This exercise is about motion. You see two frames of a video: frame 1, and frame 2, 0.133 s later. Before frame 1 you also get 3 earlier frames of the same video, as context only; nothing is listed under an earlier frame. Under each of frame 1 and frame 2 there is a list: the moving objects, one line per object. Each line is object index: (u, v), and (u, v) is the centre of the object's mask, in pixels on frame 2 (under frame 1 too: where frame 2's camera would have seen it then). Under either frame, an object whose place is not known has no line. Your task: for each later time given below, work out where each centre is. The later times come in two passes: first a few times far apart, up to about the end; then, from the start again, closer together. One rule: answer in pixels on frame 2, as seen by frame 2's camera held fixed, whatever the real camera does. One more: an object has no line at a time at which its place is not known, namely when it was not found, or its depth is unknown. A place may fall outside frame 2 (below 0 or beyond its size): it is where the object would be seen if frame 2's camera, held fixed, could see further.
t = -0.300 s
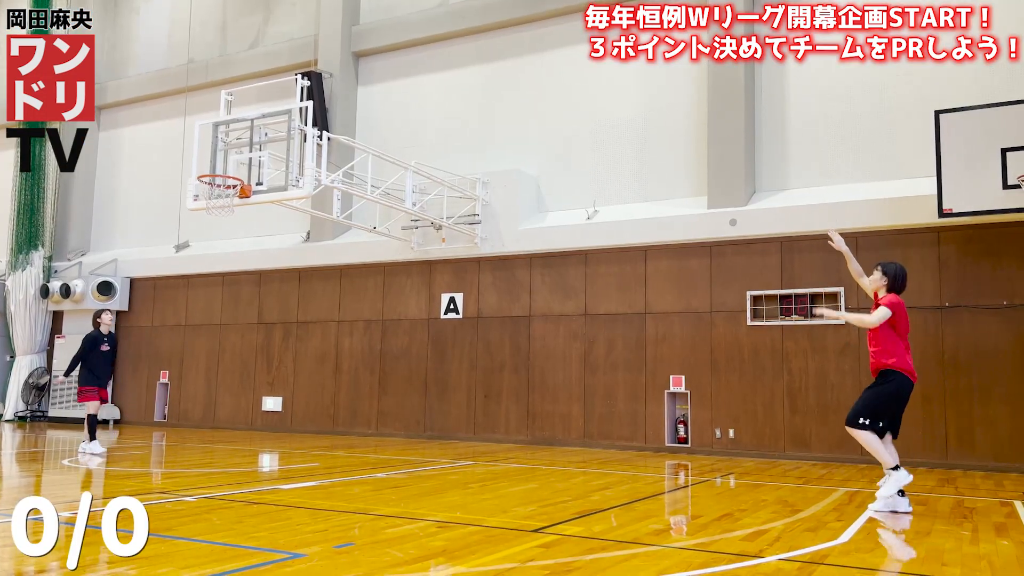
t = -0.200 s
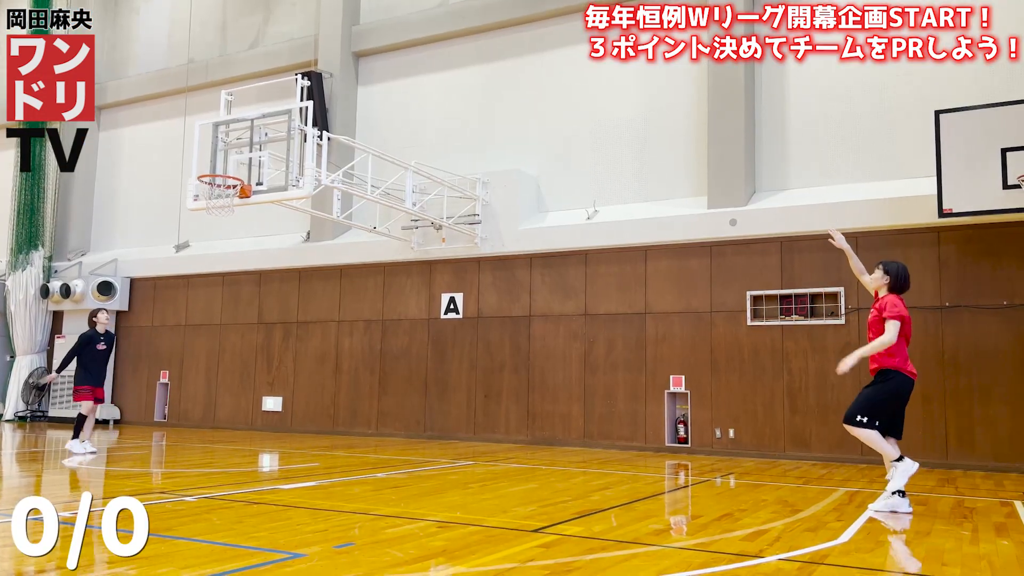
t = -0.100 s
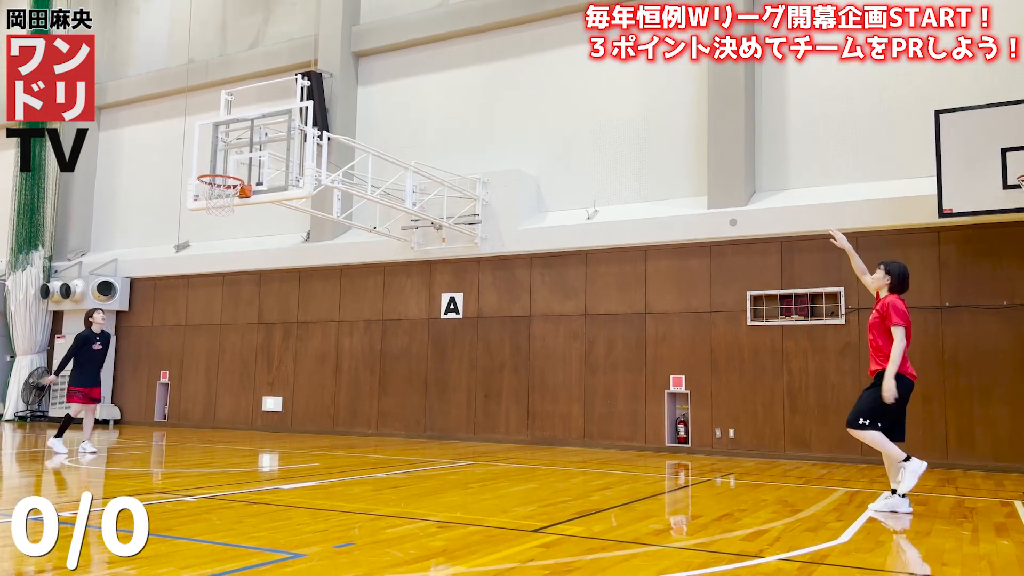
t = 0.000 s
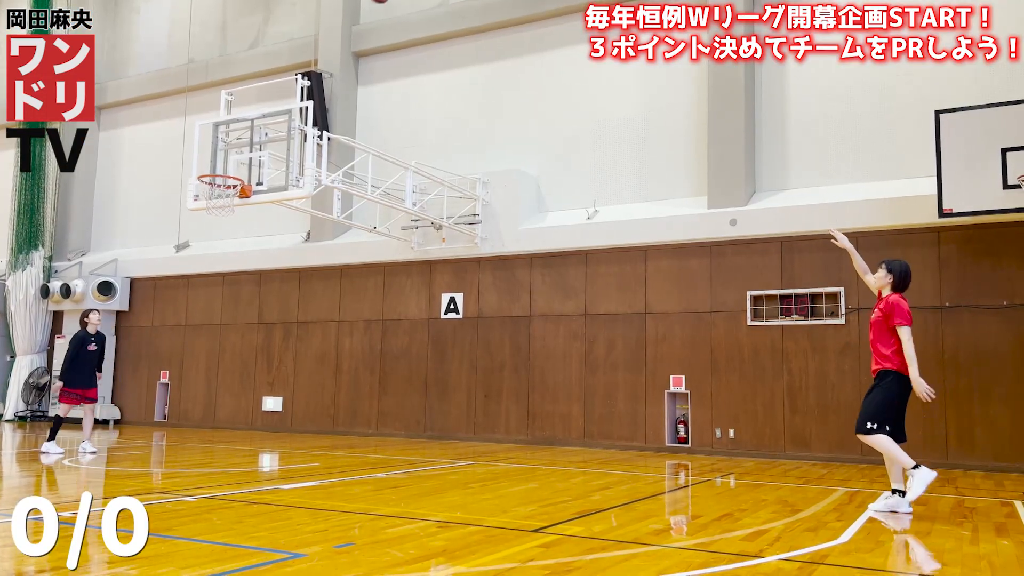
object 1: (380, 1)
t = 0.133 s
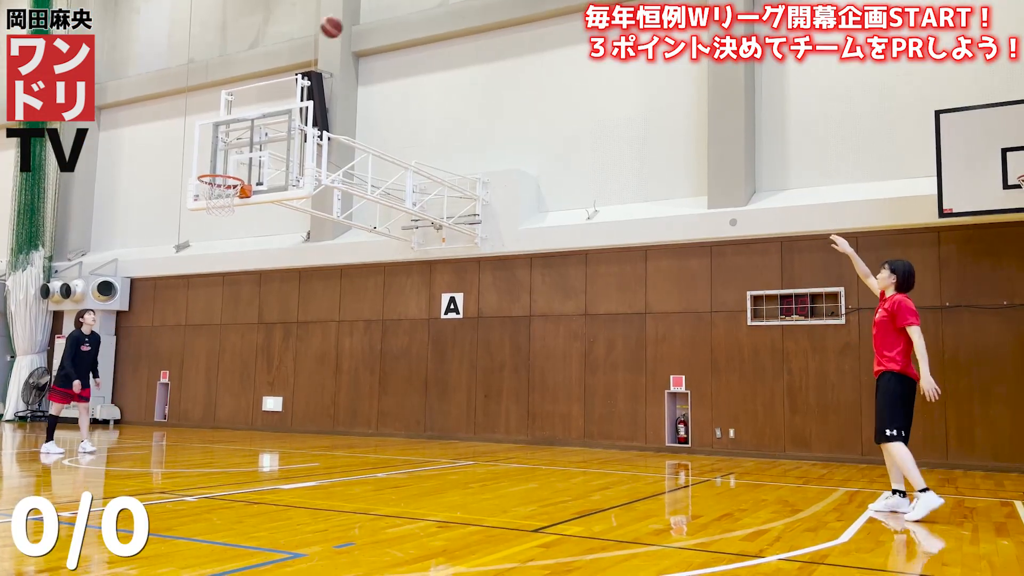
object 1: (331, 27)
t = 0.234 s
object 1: (297, 61)
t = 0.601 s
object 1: (210, 221)
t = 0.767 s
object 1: (219, 283)
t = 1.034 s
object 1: (228, 427)
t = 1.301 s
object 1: (274, 351)
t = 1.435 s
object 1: (297, 319)
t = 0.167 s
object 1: (319, 38)
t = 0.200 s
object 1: (308, 49)
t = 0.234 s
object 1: (297, 61)
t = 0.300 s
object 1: (274, 89)
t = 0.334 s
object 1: (263, 104)
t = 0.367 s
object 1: (252, 118)
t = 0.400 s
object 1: (241, 135)
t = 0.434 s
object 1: (229, 152)
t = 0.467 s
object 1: (218, 168)
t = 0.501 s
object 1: (208, 186)
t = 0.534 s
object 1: (206, 203)
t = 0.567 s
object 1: (208, 211)
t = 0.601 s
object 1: (210, 221)
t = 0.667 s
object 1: (214, 243)
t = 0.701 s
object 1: (215, 256)
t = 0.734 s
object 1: (217, 269)
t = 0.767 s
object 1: (219, 283)
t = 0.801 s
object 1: (220, 298)
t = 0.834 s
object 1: (221, 314)
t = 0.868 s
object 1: (223, 331)
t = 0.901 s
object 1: (224, 348)
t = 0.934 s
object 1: (225, 366)
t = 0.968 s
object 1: (226, 385)
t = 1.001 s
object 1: (226, 405)
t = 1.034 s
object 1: (228, 427)
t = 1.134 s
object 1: (242, 414)
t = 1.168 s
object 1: (250, 399)
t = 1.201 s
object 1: (256, 386)
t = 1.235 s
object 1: (262, 373)
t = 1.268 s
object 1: (268, 361)
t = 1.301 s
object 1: (274, 351)
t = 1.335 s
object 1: (281, 342)
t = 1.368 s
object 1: (286, 333)
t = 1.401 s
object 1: (291, 325)
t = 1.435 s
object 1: (297, 319)
